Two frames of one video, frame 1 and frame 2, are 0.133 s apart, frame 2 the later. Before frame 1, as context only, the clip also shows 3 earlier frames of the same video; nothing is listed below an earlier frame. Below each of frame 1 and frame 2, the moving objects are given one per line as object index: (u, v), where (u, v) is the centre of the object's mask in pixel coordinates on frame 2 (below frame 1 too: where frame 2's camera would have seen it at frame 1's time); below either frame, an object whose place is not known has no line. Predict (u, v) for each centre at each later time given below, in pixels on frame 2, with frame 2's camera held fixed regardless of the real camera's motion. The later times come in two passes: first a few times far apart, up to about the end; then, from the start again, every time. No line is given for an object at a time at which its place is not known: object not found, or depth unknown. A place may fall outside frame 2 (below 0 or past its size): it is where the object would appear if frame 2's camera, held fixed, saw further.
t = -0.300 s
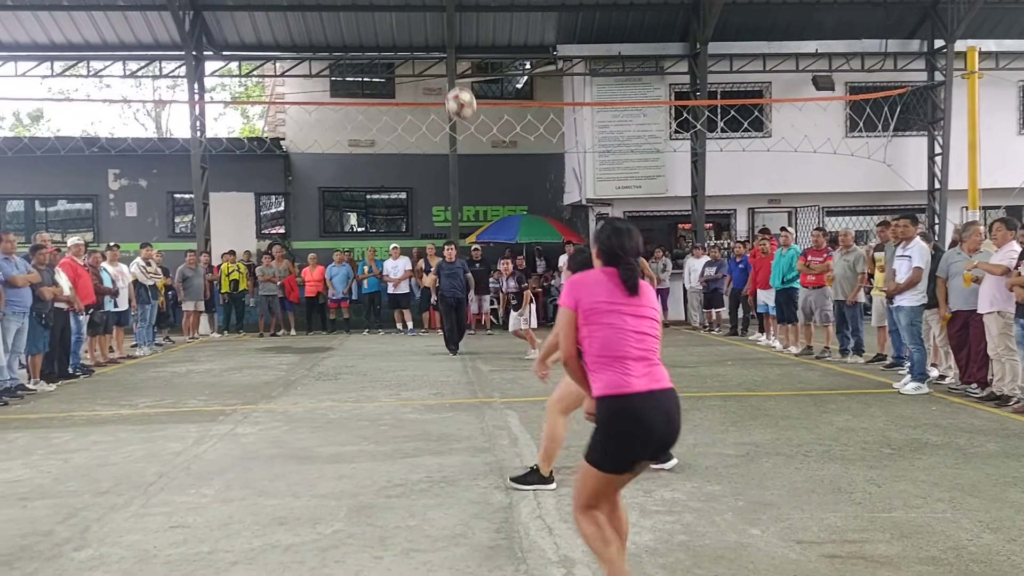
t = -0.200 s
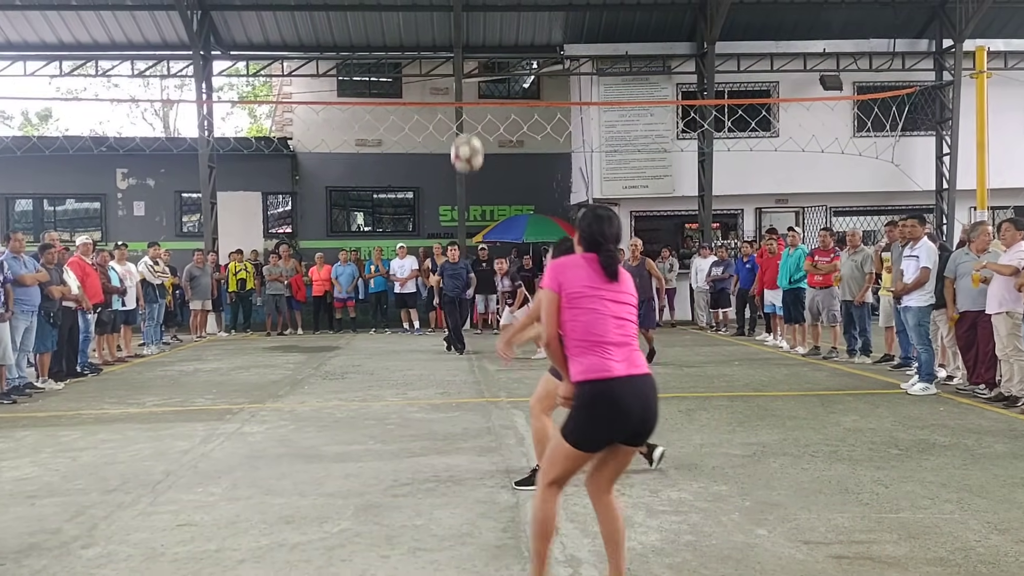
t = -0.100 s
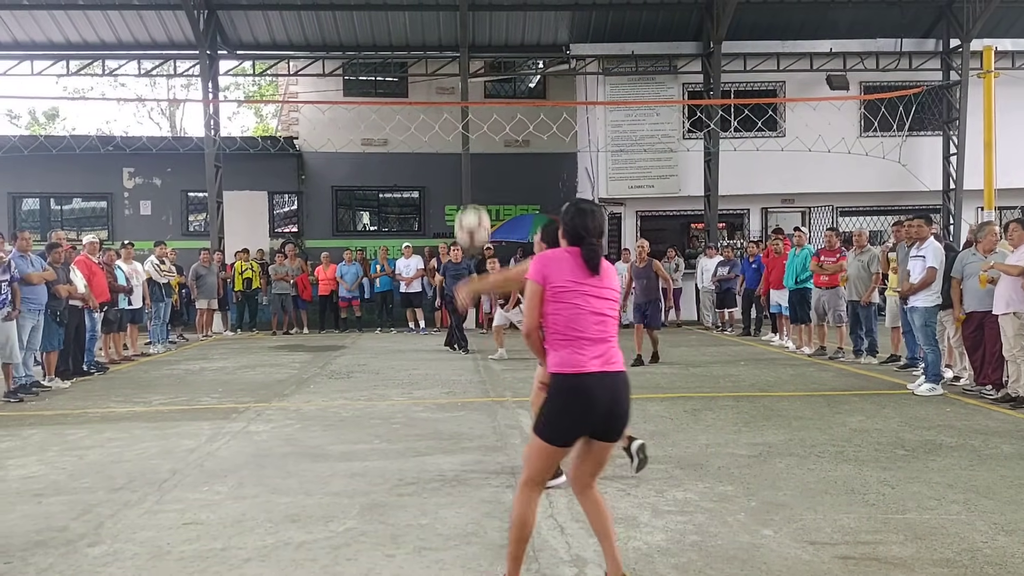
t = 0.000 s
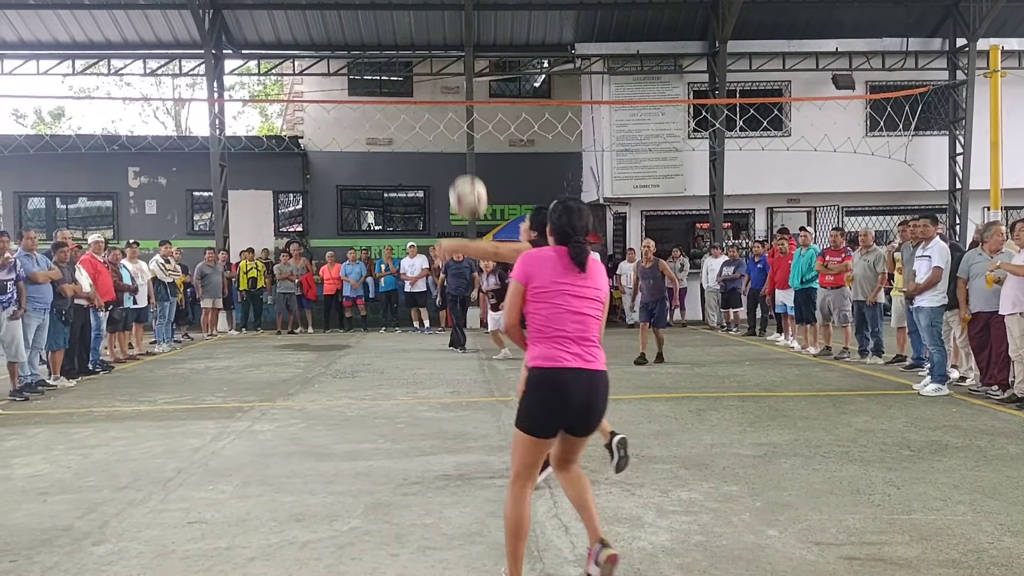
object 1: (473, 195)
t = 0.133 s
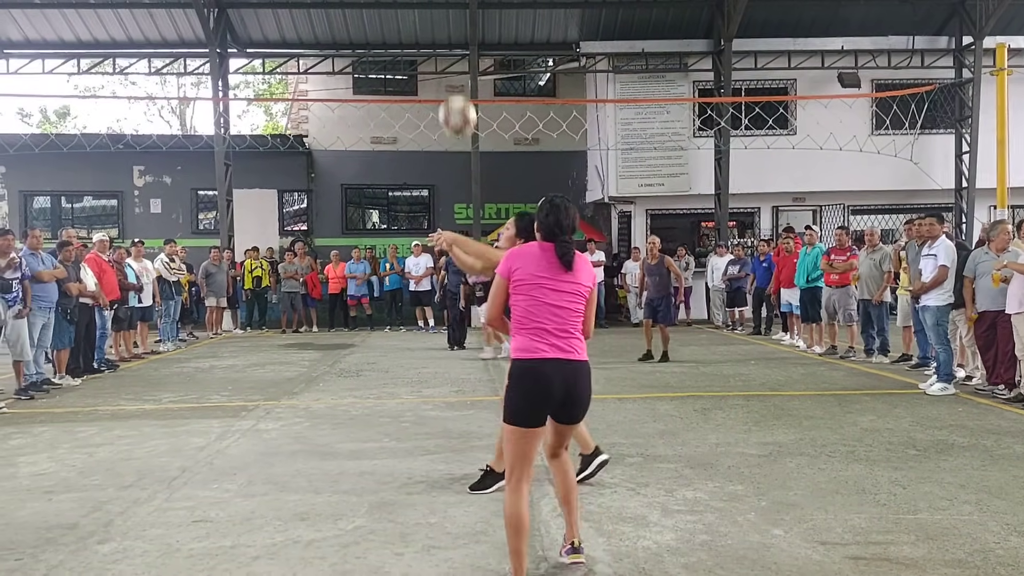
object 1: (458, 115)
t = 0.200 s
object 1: (450, 87)
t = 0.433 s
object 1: (427, 44)
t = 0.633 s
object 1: (410, 77)
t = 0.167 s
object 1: (454, 100)
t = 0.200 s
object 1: (450, 87)
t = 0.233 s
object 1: (447, 76)
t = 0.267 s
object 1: (443, 66)
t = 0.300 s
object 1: (439, 58)
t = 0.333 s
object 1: (436, 51)
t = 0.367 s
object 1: (433, 47)
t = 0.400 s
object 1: (430, 45)
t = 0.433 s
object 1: (427, 44)
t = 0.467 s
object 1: (424, 45)
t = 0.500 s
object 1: (421, 47)
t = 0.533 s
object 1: (418, 52)
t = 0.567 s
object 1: (415, 58)
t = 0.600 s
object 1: (412, 67)
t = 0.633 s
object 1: (410, 77)
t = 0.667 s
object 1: (405, 88)
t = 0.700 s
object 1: (402, 102)
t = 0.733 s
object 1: (400, 119)
